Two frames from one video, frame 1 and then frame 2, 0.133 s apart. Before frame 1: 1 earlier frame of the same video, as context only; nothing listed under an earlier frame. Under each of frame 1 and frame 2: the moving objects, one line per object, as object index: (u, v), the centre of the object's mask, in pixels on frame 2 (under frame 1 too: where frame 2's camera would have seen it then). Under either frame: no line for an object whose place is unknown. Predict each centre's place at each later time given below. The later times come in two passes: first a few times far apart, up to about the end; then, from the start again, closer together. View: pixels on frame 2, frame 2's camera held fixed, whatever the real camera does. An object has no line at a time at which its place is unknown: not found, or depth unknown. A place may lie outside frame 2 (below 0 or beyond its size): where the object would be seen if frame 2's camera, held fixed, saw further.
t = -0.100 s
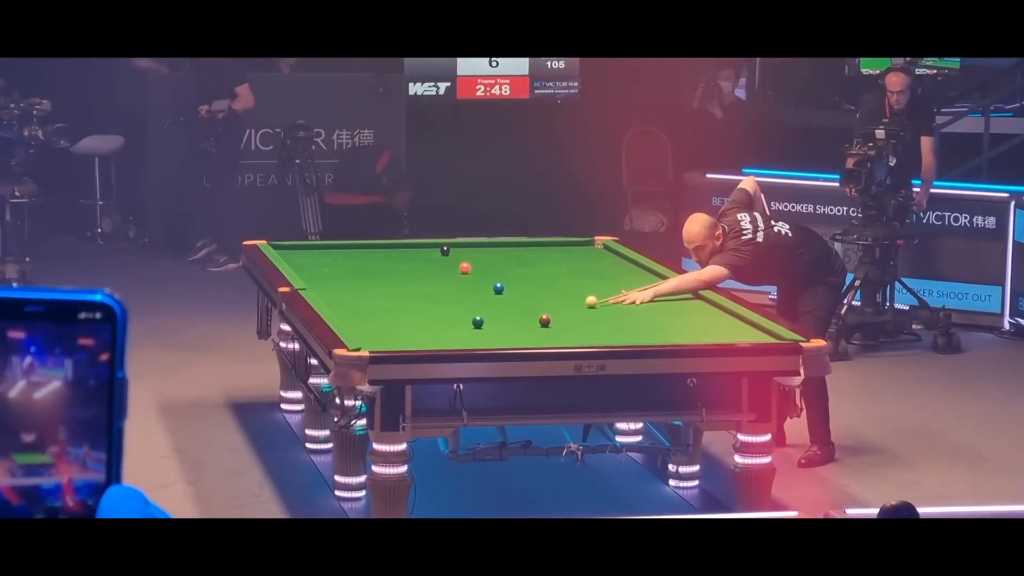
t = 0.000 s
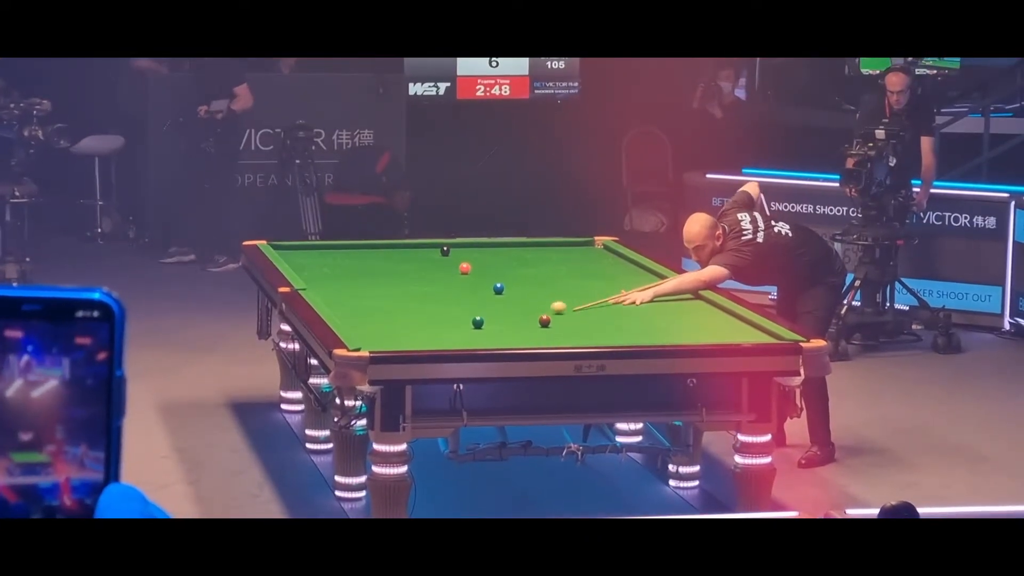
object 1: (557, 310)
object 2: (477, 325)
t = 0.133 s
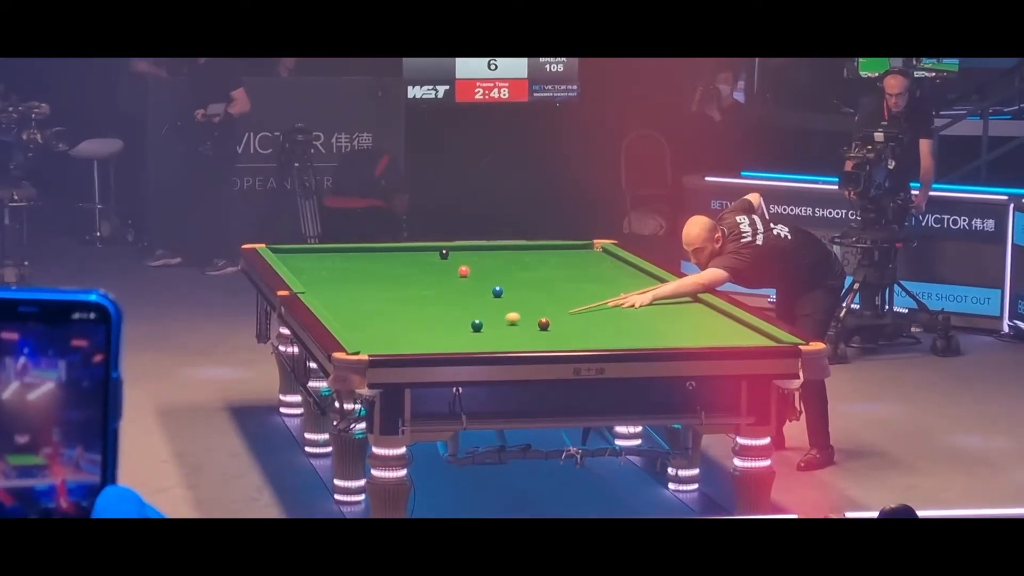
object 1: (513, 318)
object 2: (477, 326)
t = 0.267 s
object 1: (479, 323)
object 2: (468, 328)
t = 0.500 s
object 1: (469, 322)
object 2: (422, 340)
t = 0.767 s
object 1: (459, 321)
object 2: (374, 349)
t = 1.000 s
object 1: (452, 319)
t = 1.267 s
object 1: (444, 318)
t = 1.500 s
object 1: (438, 317)
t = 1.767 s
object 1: (432, 316)
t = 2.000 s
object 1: (426, 315)
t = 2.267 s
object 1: (422, 314)
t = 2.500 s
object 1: (419, 314)
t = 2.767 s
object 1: (416, 313)
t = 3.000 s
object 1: (414, 312)
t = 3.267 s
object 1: (413, 312)
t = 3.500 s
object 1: (412, 312)
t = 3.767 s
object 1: (412, 312)
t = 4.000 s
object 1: (412, 312)
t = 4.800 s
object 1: (414, 312)
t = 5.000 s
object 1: (414, 312)
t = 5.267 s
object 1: (413, 312)
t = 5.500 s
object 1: (413, 312)
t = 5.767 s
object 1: (413, 312)
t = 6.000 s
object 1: (413, 311)
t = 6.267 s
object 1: (413, 312)
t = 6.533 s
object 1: (413, 312)
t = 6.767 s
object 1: (412, 311)
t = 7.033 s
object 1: (413, 311)
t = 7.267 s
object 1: (413, 310)
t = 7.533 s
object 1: (413, 310)
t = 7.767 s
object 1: (413, 310)
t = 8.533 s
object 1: (414, 310)
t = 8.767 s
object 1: (414, 310)
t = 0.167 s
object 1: (502, 320)
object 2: (477, 326)
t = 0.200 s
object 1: (492, 322)
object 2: (476, 326)
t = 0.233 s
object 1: (484, 322)
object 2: (475, 326)
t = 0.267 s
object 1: (479, 323)
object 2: (468, 328)
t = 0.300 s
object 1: (477, 323)
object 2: (461, 329)
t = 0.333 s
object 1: (475, 323)
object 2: (455, 331)
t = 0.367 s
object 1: (474, 323)
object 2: (448, 333)
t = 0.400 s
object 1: (473, 323)
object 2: (441, 335)
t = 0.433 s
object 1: (471, 323)
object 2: (435, 336)
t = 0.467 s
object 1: (470, 322)
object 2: (428, 338)
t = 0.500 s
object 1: (469, 322)
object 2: (422, 340)
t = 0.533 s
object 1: (467, 322)
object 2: (416, 341)
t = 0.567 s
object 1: (466, 322)
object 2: (410, 343)
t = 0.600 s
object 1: (465, 321)
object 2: (404, 344)
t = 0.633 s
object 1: (464, 321)
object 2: (398, 345)
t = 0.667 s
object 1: (463, 321)
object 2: (392, 346)
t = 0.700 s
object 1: (462, 321)
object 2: (386, 347)
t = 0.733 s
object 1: (460, 321)
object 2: (380, 349)
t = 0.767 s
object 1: (459, 321)
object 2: (374, 349)
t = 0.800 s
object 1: (458, 321)
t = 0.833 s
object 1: (457, 320)
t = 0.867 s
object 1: (456, 320)
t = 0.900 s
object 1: (455, 320)
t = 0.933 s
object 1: (454, 320)
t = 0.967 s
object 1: (453, 320)
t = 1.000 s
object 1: (452, 319)
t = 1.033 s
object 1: (451, 319)
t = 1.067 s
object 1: (450, 319)
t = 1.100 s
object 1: (449, 319)
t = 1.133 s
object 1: (448, 319)
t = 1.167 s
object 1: (447, 318)
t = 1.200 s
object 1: (446, 318)
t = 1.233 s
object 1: (445, 318)
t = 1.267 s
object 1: (444, 318)
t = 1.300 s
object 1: (443, 318)
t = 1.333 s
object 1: (442, 318)
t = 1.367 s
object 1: (442, 318)
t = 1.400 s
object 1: (441, 318)
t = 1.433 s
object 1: (440, 317)
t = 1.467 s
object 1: (439, 317)
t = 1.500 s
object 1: (438, 317)
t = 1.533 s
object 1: (437, 317)
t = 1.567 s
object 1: (437, 317)
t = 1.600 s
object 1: (436, 316)
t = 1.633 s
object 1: (435, 316)
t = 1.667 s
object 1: (434, 316)
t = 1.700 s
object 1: (433, 316)
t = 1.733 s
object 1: (433, 316)
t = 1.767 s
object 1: (432, 316)
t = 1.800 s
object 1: (431, 316)
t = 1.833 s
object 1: (430, 316)
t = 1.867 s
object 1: (429, 316)
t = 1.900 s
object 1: (428, 316)
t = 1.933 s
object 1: (428, 315)
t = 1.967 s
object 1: (427, 315)
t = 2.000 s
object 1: (426, 315)
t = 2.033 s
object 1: (426, 315)
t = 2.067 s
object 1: (425, 315)
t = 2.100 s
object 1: (425, 315)
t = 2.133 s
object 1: (424, 315)
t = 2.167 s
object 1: (422, 314)
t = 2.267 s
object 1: (422, 314)
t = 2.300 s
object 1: (421, 314)
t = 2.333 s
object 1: (421, 314)
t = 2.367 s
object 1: (420, 314)
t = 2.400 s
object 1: (420, 314)
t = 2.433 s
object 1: (419, 314)
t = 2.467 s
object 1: (419, 314)
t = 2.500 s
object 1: (419, 314)
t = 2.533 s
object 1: (419, 314)
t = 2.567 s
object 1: (418, 313)
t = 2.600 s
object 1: (417, 313)
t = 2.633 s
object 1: (417, 313)
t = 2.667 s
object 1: (417, 313)
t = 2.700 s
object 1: (417, 313)
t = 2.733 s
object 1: (416, 313)
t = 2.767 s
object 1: (416, 313)
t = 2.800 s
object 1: (416, 313)
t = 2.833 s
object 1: (415, 313)
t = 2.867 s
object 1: (415, 313)
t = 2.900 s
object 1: (415, 313)
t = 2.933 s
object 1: (415, 313)
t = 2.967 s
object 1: (414, 312)
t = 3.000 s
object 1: (414, 312)
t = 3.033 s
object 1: (414, 312)
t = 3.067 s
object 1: (414, 312)
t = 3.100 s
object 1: (414, 312)
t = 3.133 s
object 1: (413, 312)
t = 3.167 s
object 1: (413, 312)
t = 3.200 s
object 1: (413, 312)
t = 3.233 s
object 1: (413, 312)
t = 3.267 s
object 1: (413, 312)
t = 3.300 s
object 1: (413, 312)
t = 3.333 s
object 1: (413, 312)
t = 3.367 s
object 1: (412, 312)
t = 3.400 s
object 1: (412, 312)
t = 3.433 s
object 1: (412, 312)
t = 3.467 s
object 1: (412, 312)
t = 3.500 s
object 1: (412, 312)
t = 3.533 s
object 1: (412, 312)
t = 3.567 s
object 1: (412, 312)
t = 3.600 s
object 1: (412, 312)
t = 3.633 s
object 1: (412, 312)
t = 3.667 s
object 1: (413, 312)
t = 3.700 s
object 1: (412, 312)
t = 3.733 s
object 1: (412, 312)
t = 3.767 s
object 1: (412, 312)
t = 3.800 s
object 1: (412, 312)
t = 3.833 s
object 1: (412, 312)
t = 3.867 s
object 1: (412, 312)
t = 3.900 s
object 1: (412, 312)
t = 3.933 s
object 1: (412, 312)
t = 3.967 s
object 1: (412, 312)
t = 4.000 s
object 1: (412, 312)
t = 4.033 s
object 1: (412, 312)
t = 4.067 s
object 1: (412, 312)
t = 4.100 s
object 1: (412, 312)
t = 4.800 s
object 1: (414, 312)
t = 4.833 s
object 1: (414, 312)
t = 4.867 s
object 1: (414, 312)
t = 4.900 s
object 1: (414, 312)
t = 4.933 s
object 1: (414, 312)
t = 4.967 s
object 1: (413, 312)
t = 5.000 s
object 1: (414, 312)
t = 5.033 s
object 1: (413, 312)
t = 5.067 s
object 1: (413, 312)
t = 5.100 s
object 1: (413, 312)
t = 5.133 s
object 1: (413, 312)
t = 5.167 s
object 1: (413, 312)
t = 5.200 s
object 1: (413, 312)
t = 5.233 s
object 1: (413, 312)
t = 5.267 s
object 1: (413, 312)
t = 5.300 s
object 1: (413, 312)
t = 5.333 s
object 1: (413, 312)
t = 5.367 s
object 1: (413, 312)
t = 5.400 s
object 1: (413, 312)
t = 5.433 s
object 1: (413, 312)
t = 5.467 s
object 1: (413, 312)
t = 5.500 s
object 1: (413, 312)
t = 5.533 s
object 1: (411, 311)
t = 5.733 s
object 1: (415, 312)
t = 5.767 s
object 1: (413, 312)
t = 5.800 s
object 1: (413, 312)
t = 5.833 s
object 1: (413, 312)
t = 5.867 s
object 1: (413, 311)
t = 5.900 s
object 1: (413, 311)
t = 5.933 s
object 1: (413, 311)
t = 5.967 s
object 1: (413, 311)
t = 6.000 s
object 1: (413, 311)
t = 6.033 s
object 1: (413, 311)
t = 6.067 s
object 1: (413, 311)
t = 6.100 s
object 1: (414, 312)
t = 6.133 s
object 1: (415, 312)
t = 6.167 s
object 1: (414, 312)
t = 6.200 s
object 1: (413, 312)
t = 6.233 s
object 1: (413, 312)
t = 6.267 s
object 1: (413, 312)
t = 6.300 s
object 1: (413, 312)
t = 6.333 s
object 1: (414, 312)
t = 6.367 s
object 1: (413, 312)
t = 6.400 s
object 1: (413, 312)
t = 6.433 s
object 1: (413, 312)
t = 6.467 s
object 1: (413, 312)
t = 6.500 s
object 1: (413, 312)
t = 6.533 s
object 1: (413, 312)
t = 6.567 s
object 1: (413, 312)
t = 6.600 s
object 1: (413, 312)
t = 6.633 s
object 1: (412, 311)
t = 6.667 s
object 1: (412, 311)
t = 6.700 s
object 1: (413, 312)
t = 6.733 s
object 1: (413, 312)
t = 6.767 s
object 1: (412, 311)
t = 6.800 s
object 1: (412, 311)
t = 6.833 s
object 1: (412, 311)
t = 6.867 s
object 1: (412, 311)
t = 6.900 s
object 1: (412, 311)
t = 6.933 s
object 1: (412, 311)
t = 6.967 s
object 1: (413, 311)
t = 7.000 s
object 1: (412, 311)
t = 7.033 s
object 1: (413, 311)
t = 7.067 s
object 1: (413, 311)
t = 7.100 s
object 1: (413, 311)
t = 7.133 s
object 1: (412, 311)
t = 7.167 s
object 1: (413, 311)
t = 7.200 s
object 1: (413, 311)
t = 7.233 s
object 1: (412, 311)
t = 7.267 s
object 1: (413, 310)
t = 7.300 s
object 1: (413, 311)
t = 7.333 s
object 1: (413, 310)
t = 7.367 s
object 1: (413, 310)
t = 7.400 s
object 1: (413, 310)
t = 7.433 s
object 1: (413, 310)
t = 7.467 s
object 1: (413, 310)
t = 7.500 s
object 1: (413, 310)
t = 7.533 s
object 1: (413, 310)
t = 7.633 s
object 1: (413, 310)
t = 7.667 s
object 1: (413, 310)
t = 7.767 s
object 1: (413, 310)
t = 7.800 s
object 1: (413, 310)
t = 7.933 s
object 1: (413, 310)
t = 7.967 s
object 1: (413, 310)
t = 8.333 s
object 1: (414, 310)
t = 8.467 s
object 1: (414, 310)
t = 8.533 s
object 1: (414, 310)
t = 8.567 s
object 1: (414, 310)
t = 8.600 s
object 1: (414, 310)
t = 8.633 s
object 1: (414, 310)
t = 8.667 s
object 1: (414, 310)
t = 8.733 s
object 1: (414, 310)
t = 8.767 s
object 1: (414, 310)
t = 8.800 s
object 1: (414, 310)
